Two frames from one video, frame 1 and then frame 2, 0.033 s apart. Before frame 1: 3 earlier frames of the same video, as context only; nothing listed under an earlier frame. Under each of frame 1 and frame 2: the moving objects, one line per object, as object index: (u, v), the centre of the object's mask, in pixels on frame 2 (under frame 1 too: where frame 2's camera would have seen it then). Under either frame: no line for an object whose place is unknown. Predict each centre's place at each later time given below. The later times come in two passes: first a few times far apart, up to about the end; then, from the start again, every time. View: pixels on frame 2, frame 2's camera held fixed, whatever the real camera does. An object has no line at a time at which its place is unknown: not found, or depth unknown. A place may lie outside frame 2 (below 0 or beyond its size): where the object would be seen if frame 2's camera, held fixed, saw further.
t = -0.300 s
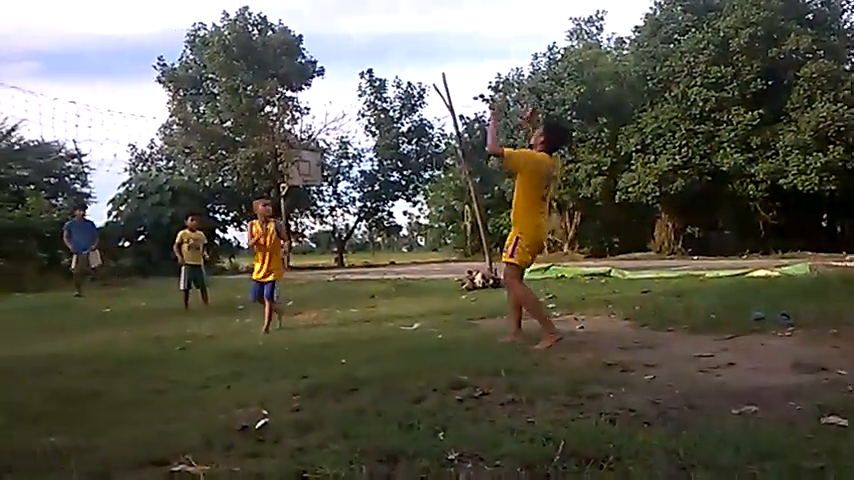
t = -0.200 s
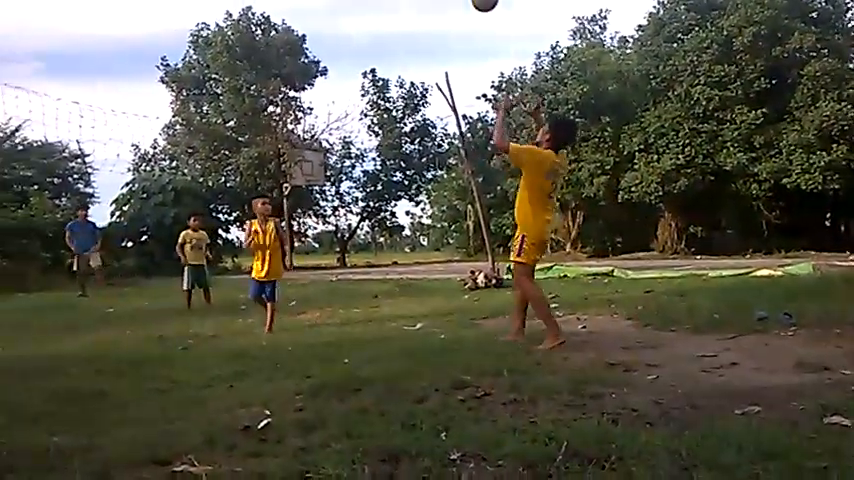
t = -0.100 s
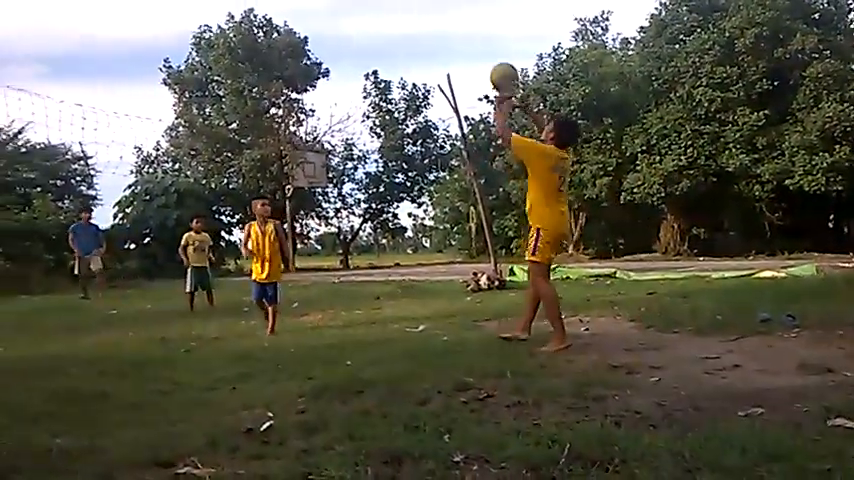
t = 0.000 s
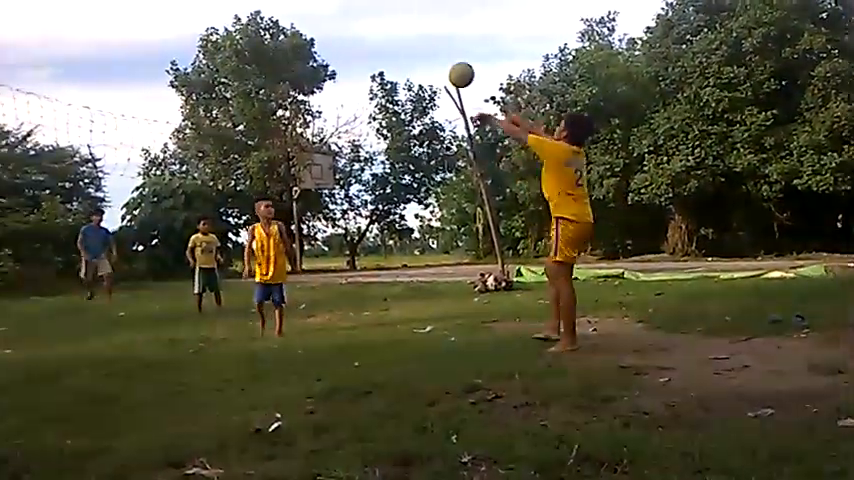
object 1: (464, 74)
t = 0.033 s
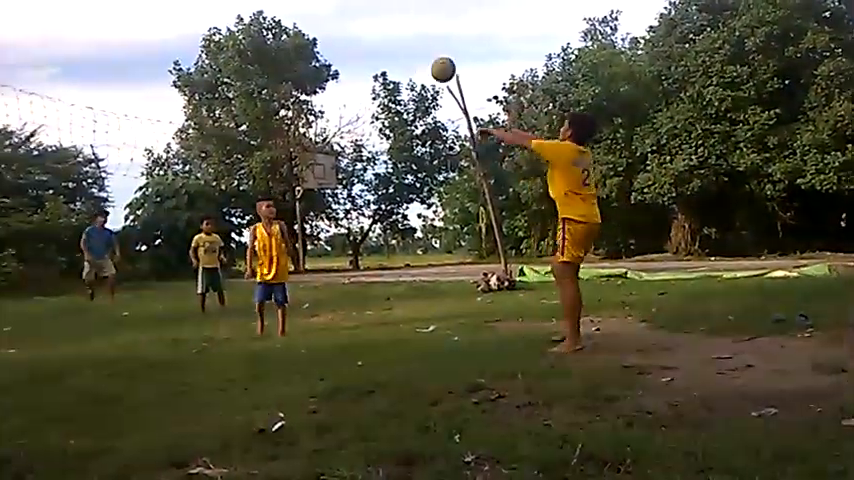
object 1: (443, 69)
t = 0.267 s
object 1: (330, 73)
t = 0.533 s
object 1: (246, 133)
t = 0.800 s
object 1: (193, 232)
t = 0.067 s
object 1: (423, 66)
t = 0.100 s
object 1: (405, 64)
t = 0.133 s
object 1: (388, 64)
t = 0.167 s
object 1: (372, 64)
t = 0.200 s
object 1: (358, 66)
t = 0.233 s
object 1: (344, 69)
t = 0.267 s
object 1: (330, 73)
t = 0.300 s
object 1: (318, 77)
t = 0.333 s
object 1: (306, 83)
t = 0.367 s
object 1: (294, 89)
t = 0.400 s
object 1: (284, 97)
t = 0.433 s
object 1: (275, 105)
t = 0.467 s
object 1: (264, 114)
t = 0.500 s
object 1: (255, 122)
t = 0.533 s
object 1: (246, 133)
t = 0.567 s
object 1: (238, 144)
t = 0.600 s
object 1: (232, 155)
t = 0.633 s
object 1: (224, 166)
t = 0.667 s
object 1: (218, 180)
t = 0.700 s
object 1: (211, 192)
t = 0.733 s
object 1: (205, 205)
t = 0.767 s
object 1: (199, 218)
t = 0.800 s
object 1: (193, 232)
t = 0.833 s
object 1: (188, 246)
